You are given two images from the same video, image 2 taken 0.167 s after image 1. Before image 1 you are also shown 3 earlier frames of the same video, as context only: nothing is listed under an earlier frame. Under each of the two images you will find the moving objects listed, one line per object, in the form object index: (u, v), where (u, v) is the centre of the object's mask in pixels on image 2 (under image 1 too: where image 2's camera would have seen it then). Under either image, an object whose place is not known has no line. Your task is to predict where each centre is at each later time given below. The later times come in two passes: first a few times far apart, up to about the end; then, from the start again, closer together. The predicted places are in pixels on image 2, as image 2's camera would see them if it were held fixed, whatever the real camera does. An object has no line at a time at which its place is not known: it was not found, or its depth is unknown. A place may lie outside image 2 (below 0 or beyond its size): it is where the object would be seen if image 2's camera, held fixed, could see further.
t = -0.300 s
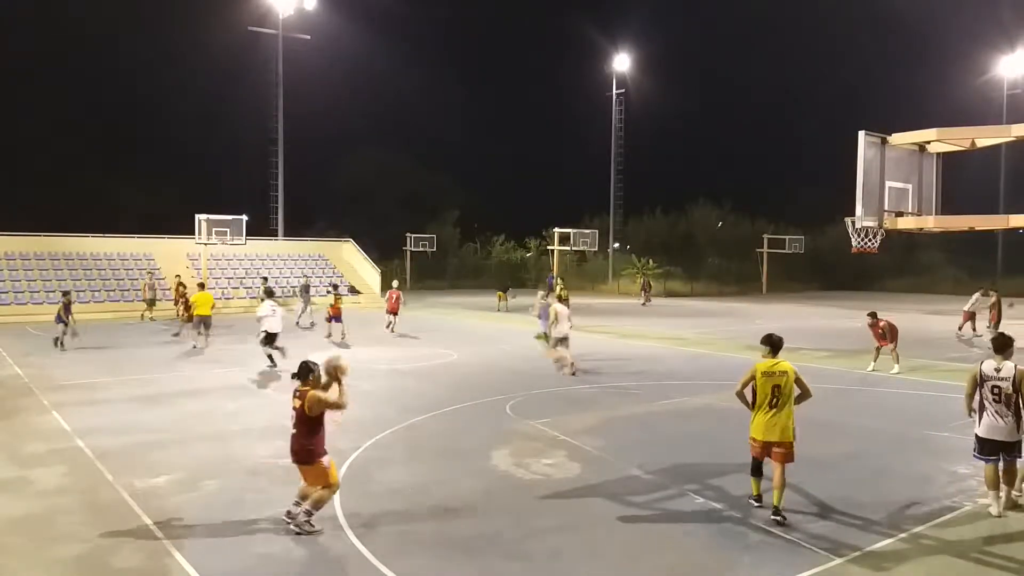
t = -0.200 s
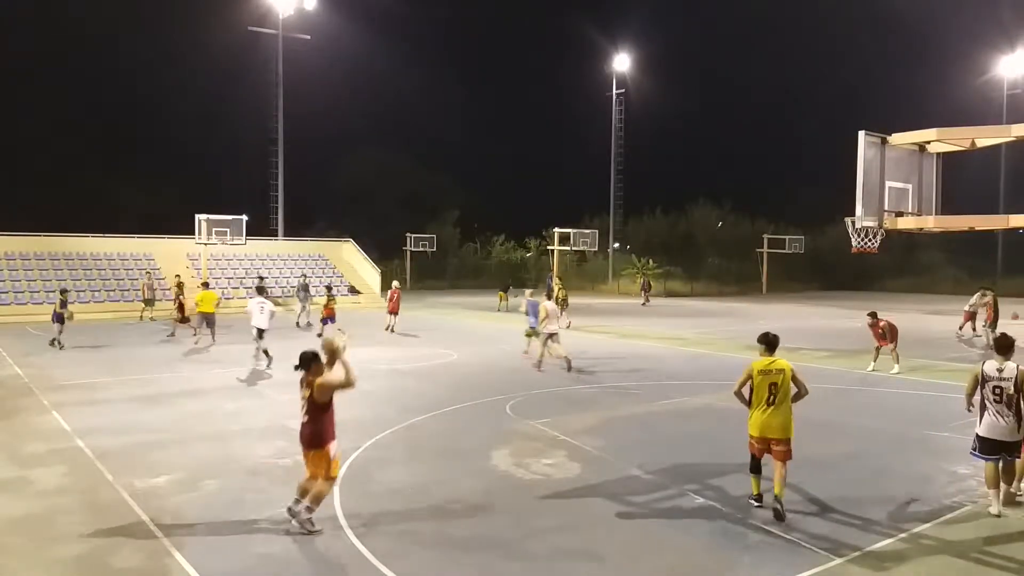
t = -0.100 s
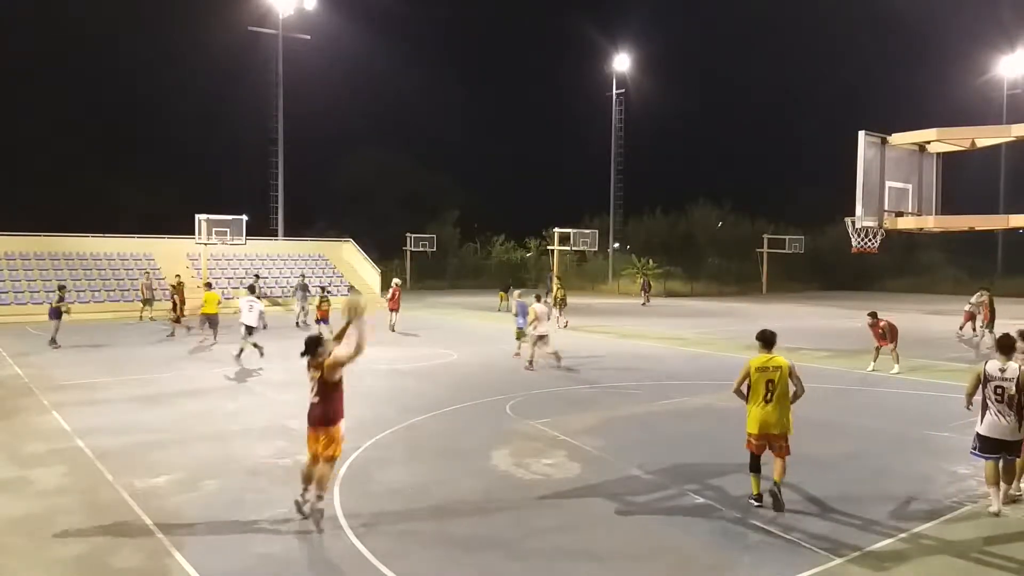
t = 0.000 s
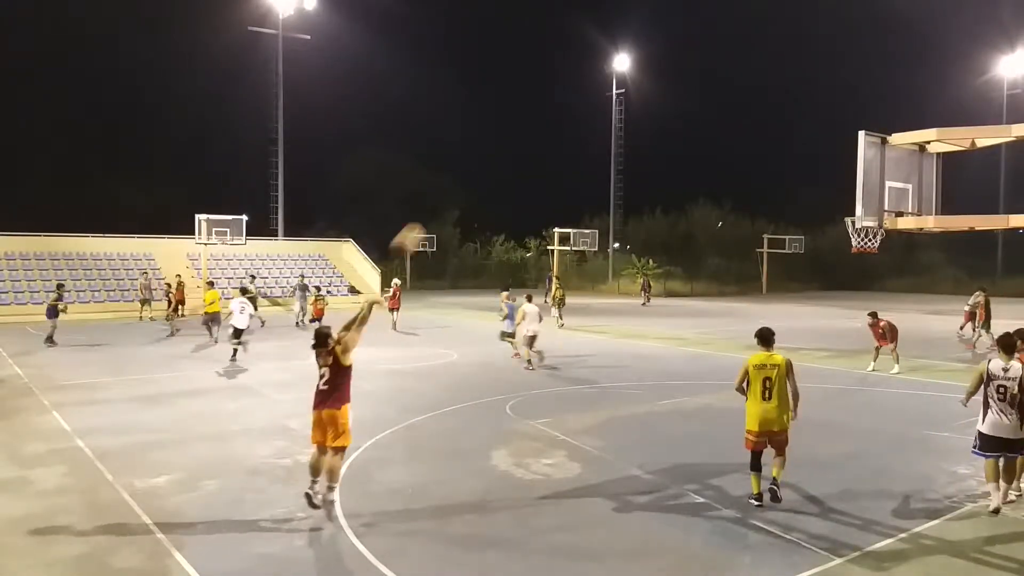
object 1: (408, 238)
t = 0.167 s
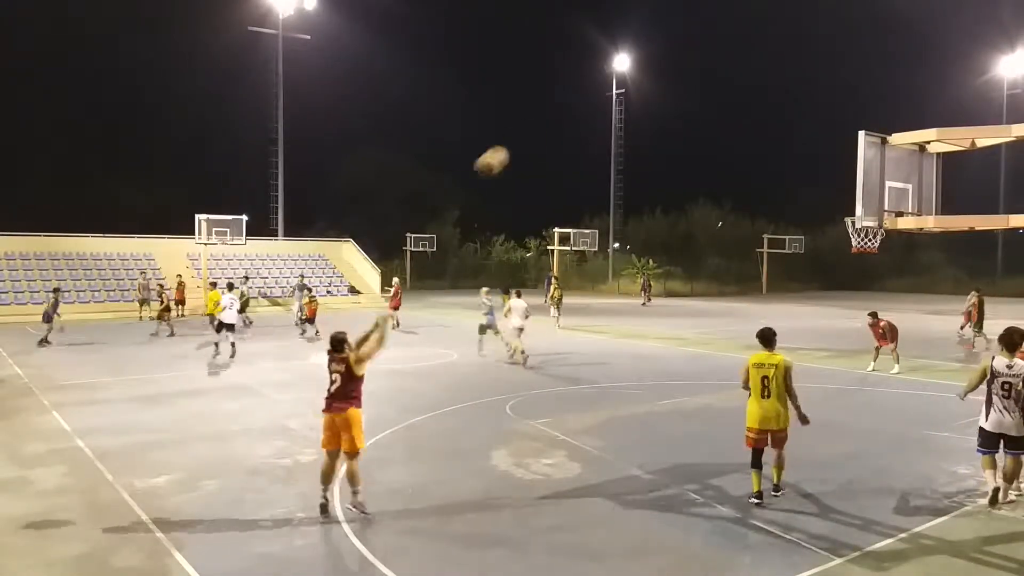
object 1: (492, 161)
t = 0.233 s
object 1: (524, 139)
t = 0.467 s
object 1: (630, 92)
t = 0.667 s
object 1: (711, 94)
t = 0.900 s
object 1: (797, 137)
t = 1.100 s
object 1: (853, 203)
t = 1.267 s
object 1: (862, 267)
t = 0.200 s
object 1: (508, 150)
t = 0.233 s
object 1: (524, 139)
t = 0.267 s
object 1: (540, 129)
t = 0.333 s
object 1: (571, 113)
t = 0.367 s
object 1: (586, 106)
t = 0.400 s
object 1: (599, 101)
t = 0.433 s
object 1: (615, 95)
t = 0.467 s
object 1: (630, 92)
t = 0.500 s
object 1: (644, 90)
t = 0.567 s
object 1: (672, 89)
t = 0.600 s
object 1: (685, 90)
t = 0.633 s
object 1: (698, 91)
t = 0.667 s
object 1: (711, 94)
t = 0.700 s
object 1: (724, 98)
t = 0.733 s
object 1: (736, 102)
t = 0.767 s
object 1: (749, 107)
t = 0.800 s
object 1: (761, 113)
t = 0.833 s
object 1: (773, 121)
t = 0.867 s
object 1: (786, 129)
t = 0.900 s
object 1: (797, 137)
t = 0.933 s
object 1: (809, 147)
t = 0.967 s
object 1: (820, 158)
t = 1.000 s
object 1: (832, 169)
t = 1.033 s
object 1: (842, 180)
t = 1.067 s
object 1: (849, 191)
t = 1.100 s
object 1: (853, 203)
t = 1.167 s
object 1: (874, 237)
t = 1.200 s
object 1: (870, 246)
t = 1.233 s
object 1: (866, 255)
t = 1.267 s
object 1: (862, 267)
